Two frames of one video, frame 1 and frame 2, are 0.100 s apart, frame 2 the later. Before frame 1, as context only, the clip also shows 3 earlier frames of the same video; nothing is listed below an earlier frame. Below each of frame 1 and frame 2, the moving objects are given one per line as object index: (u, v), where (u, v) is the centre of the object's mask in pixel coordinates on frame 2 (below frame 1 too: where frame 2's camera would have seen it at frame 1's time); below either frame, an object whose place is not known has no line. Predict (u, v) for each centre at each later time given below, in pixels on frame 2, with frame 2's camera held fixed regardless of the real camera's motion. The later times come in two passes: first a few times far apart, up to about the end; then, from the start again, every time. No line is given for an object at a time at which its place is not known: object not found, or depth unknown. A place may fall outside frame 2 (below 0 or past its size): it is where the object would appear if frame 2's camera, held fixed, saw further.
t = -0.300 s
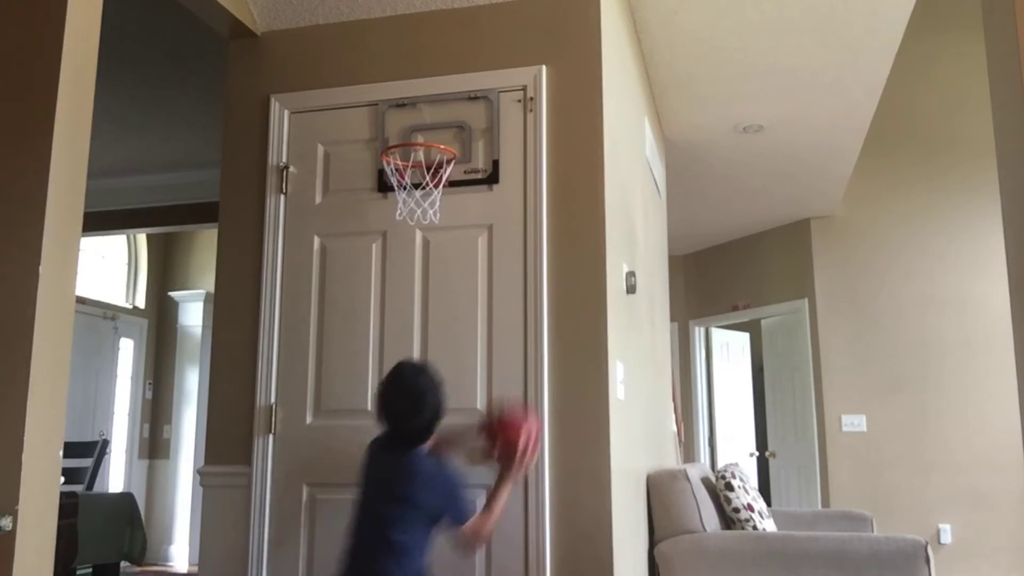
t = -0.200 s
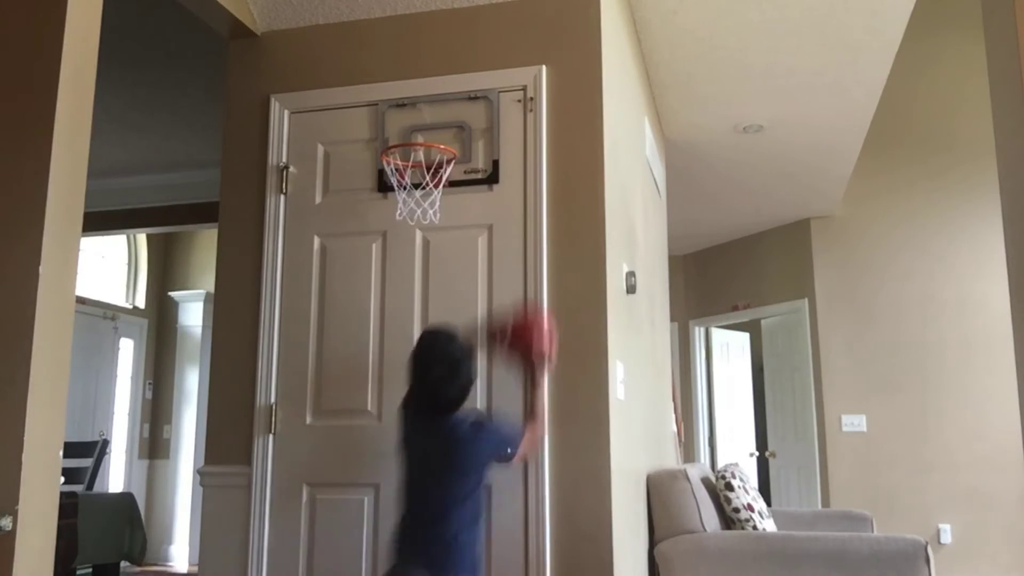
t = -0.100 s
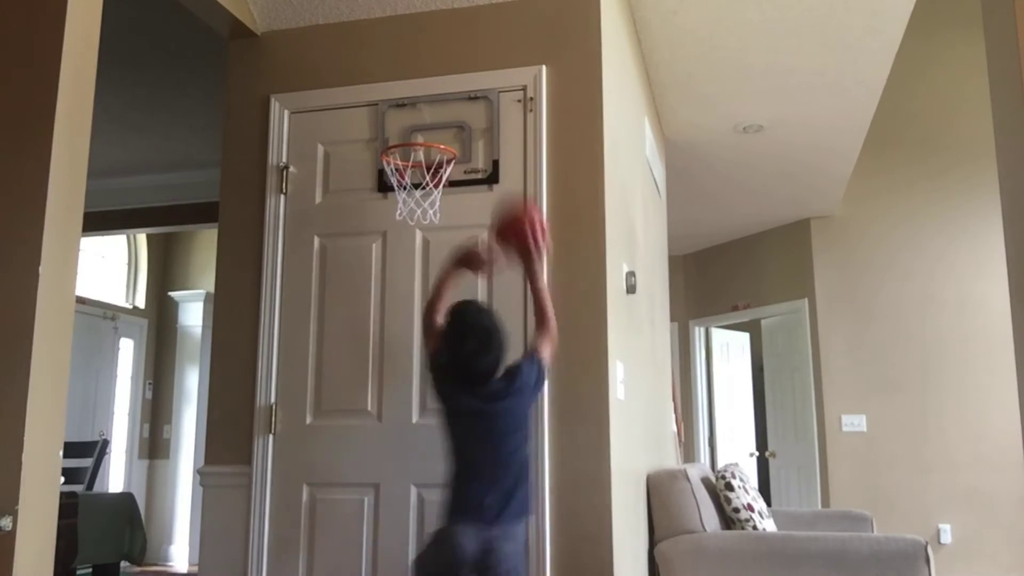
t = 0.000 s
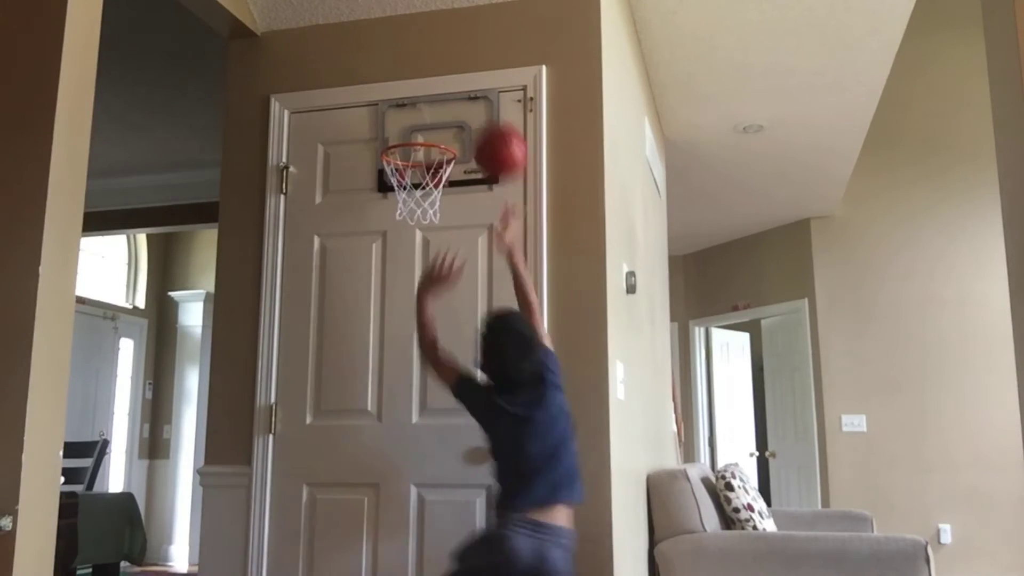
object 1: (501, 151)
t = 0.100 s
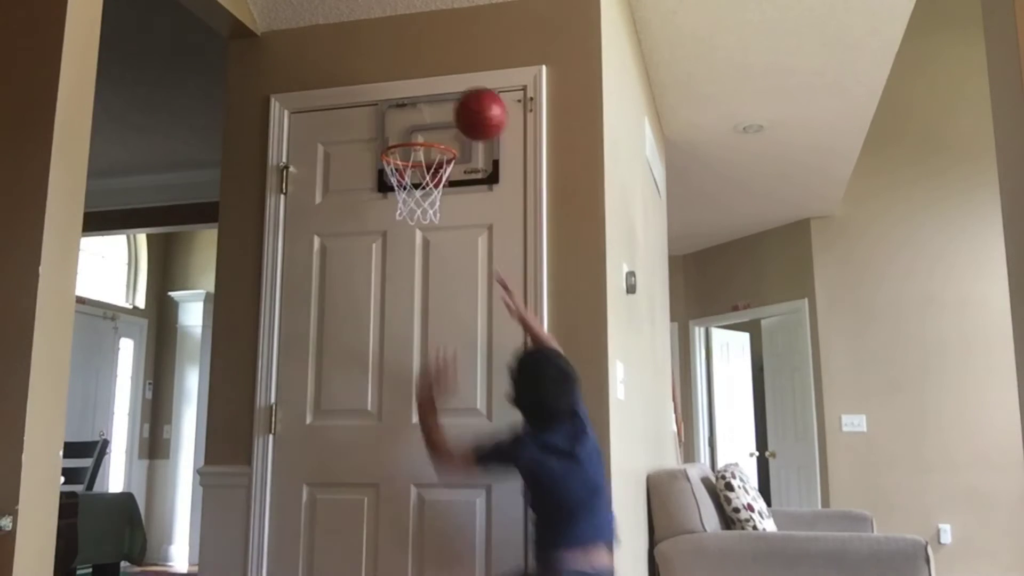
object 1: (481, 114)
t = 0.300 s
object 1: (446, 130)
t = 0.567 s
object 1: (414, 136)
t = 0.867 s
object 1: (408, 179)
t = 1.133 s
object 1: (434, 256)
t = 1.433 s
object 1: (455, 559)
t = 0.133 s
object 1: (474, 109)
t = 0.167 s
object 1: (468, 108)
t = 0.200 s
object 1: (462, 110)
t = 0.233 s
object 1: (457, 115)
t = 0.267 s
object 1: (451, 122)
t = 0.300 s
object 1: (446, 130)
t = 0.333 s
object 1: (439, 131)
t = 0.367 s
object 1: (431, 130)
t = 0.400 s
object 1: (423, 130)
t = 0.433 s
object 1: (415, 131)
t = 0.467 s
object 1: (411, 132)
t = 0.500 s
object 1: (407, 134)
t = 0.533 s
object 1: (408, 139)
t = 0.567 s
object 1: (414, 136)
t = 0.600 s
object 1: (420, 136)
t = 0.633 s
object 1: (427, 136)
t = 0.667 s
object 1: (428, 153)
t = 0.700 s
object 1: (427, 158)
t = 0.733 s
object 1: (421, 162)
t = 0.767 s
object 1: (416, 165)
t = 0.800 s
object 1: (412, 168)
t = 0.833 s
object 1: (411, 172)
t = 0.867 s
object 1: (408, 179)
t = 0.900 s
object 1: (409, 186)
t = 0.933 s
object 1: (412, 189)
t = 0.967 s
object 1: (416, 193)
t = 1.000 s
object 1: (421, 204)
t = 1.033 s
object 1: (423, 215)
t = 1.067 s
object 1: (426, 223)
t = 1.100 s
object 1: (431, 238)
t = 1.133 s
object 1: (434, 256)
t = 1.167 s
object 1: (437, 278)
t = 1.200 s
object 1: (442, 303)
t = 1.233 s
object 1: (444, 331)
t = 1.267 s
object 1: (446, 362)
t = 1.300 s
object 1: (447, 398)
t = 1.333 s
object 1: (450, 437)
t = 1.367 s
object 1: (452, 479)
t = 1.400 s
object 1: (455, 529)
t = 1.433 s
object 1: (455, 559)
